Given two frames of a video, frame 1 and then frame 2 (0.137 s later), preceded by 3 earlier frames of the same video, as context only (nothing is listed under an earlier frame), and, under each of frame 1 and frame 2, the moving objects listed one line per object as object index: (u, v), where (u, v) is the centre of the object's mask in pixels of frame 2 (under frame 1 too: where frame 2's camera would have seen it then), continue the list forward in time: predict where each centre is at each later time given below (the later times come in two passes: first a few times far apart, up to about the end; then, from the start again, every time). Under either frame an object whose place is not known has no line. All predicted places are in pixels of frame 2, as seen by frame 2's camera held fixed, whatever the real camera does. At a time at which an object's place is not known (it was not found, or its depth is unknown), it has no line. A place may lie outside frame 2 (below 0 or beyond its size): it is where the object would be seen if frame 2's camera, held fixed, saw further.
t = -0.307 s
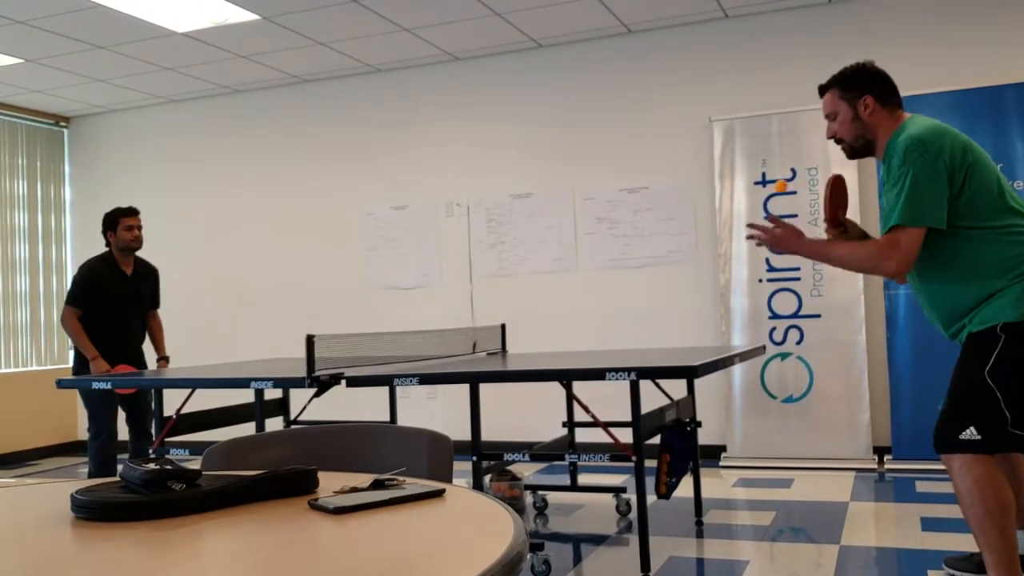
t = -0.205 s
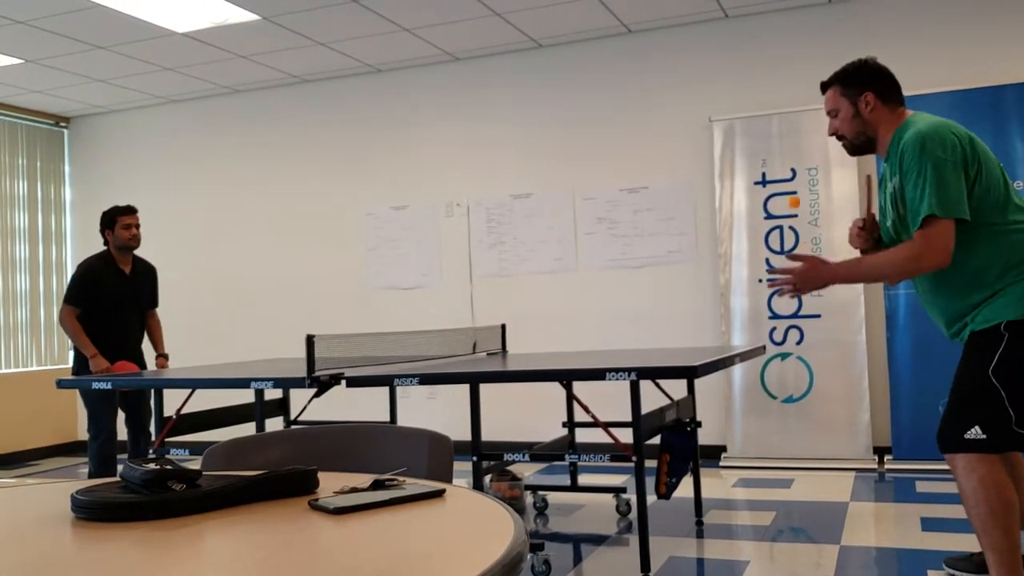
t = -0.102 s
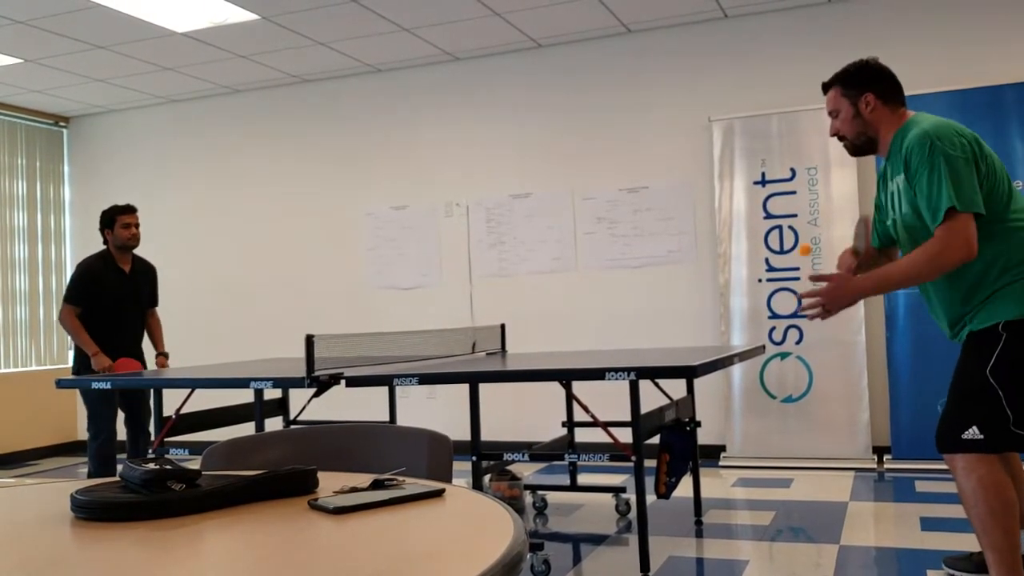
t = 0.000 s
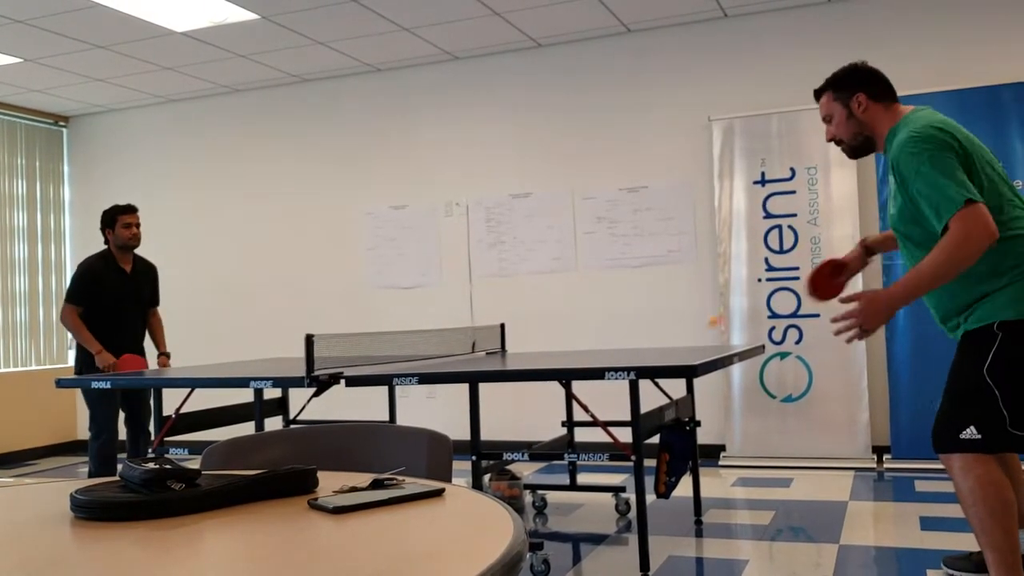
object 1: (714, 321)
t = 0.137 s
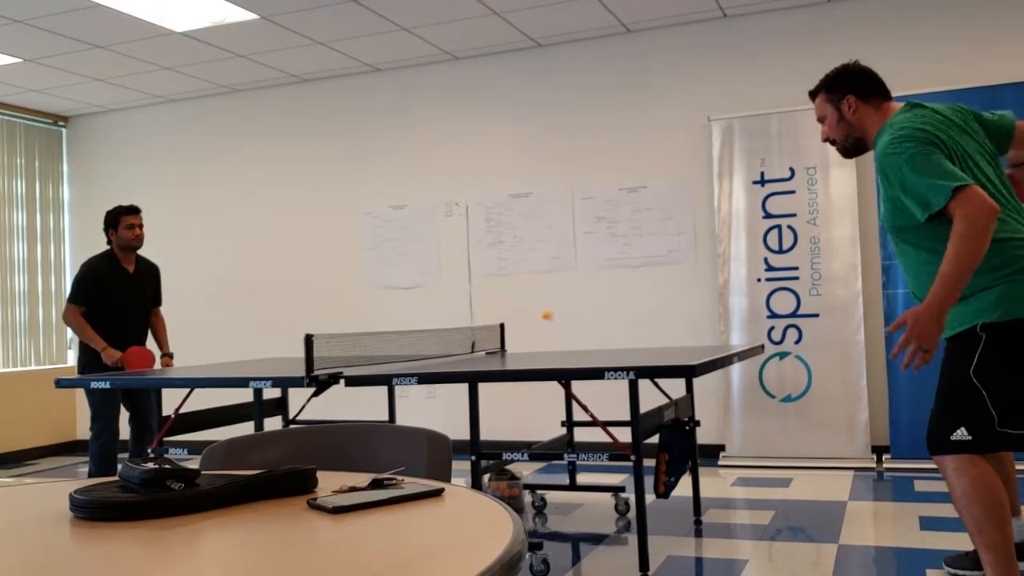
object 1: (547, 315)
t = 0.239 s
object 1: (460, 300)
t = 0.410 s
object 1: (348, 328)
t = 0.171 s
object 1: (516, 307)
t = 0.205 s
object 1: (486, 302)
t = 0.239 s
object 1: (460, 300)
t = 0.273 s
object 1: (434, 302)
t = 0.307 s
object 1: (411, 305)
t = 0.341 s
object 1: (388, 311)
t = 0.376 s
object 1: (367, 318)
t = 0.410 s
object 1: (348, 328)
